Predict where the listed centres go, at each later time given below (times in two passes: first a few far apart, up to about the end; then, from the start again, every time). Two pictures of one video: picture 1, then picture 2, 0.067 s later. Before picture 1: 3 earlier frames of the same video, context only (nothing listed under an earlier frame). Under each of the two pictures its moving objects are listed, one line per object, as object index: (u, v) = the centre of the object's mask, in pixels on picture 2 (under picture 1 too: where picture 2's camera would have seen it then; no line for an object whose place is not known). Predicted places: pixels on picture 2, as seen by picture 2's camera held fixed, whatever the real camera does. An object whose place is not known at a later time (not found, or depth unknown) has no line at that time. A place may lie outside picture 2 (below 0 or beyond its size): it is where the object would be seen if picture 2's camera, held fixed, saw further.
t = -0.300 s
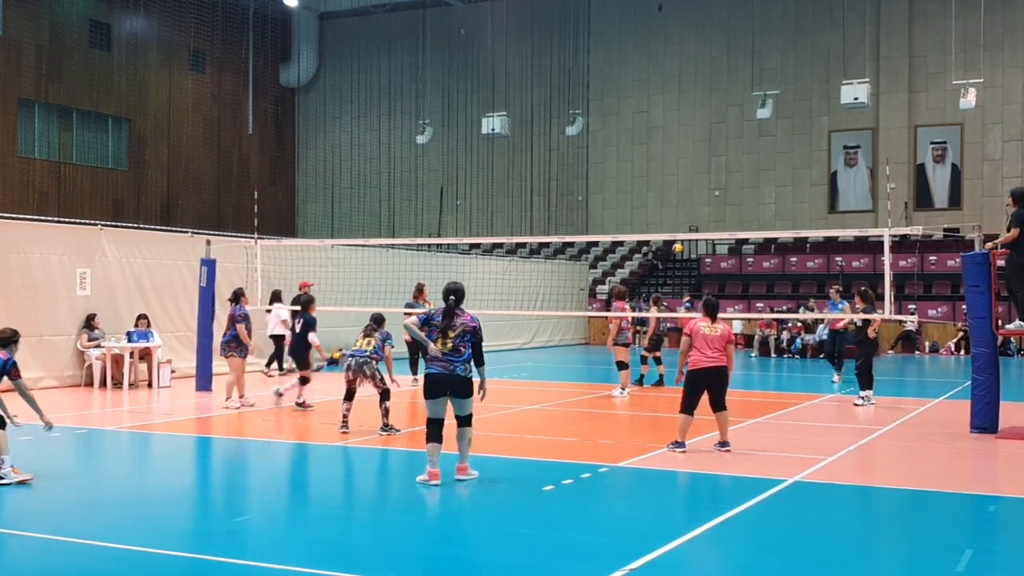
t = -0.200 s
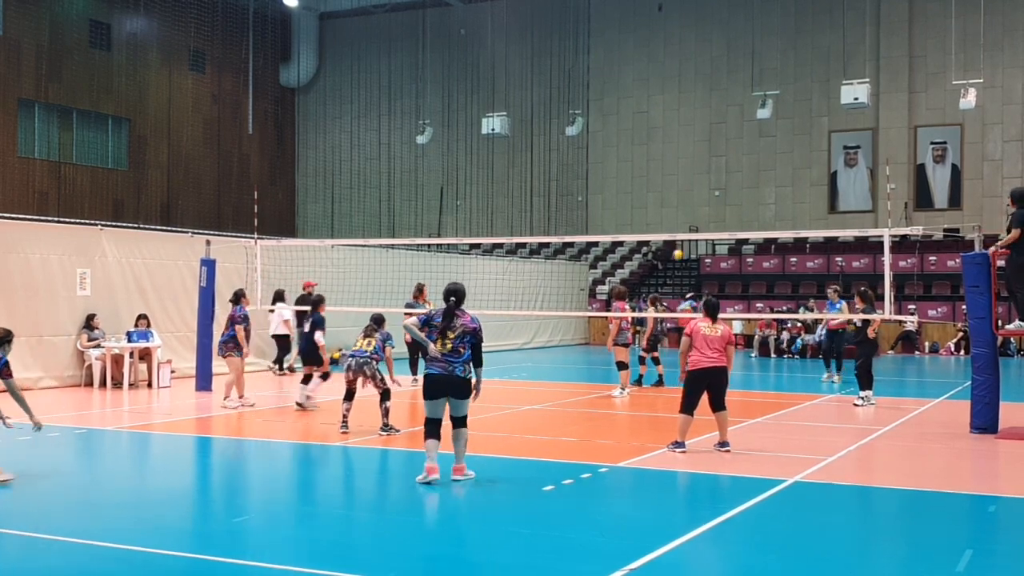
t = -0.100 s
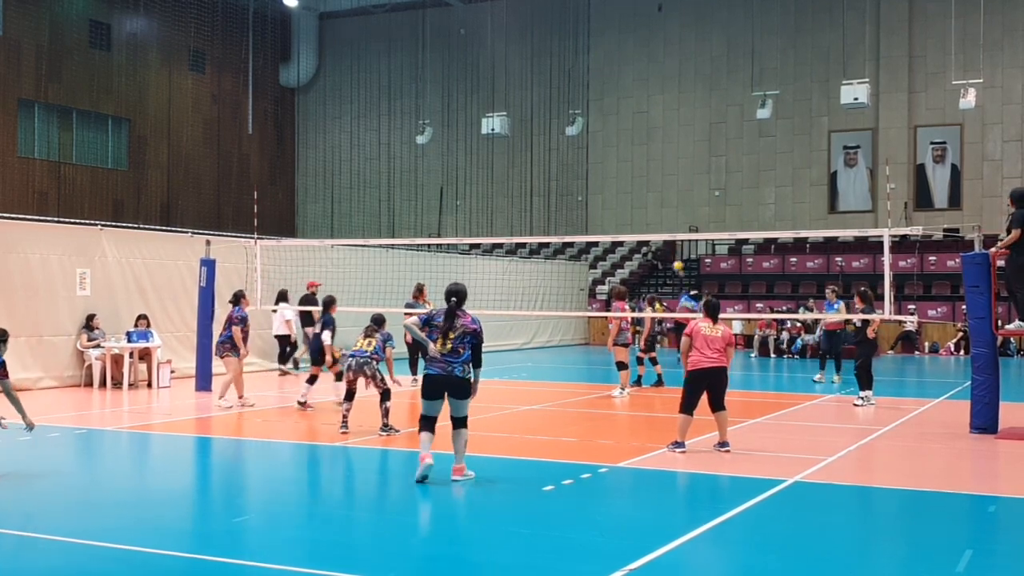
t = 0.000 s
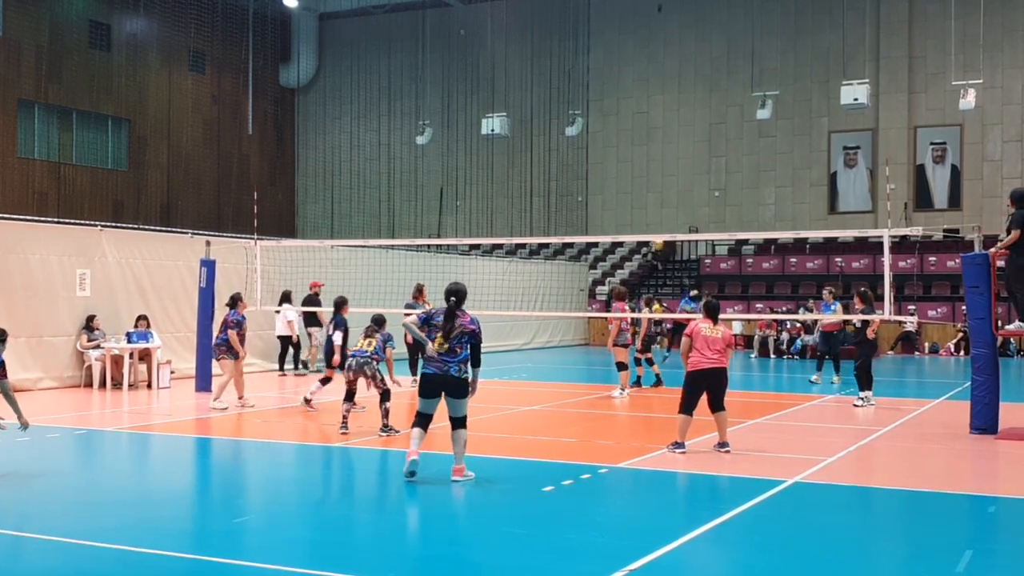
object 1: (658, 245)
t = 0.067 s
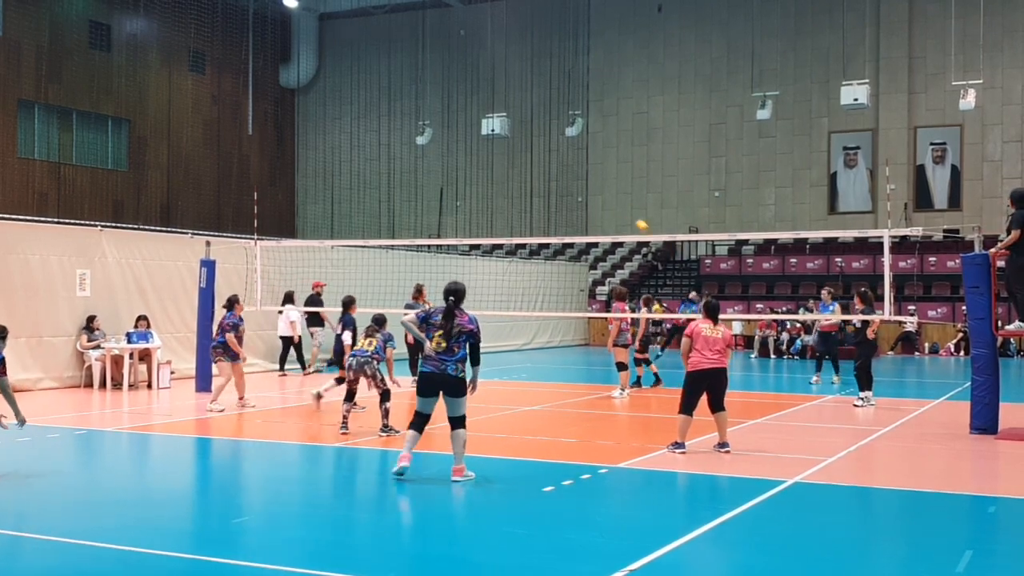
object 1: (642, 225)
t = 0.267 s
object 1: (592, 185)
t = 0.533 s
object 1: (510, 156)
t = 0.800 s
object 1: (412, 174)
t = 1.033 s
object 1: (317, 246)
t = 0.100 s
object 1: (634, 218)
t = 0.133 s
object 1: (626, 211)
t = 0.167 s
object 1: (618, 204)
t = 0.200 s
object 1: (609, 197)
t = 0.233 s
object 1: (600, 191)
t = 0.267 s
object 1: (592, 185)
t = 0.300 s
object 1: (582, 179)
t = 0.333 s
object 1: (573, 174)
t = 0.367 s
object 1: (562, 170)
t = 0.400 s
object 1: (552, 166)
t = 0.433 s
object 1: (542, 162)
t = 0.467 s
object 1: (531, 160)
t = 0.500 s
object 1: (521, 158)
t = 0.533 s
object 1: (510, 156)
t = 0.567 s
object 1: (499, 155)
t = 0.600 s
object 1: (487, 154)
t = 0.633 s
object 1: (475, 155)
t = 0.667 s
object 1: (463, 157)
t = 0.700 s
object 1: (450, 160)
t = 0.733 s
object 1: (438, 164)
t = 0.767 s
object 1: (425, 168)
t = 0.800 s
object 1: (412, 174)
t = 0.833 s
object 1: (399, 181)
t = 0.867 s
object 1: (386, 189)
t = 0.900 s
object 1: (373, 198)
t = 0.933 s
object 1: (359, 209)
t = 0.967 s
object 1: (345, 220)
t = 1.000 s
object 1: (332, 231)
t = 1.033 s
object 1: (317, 246)
